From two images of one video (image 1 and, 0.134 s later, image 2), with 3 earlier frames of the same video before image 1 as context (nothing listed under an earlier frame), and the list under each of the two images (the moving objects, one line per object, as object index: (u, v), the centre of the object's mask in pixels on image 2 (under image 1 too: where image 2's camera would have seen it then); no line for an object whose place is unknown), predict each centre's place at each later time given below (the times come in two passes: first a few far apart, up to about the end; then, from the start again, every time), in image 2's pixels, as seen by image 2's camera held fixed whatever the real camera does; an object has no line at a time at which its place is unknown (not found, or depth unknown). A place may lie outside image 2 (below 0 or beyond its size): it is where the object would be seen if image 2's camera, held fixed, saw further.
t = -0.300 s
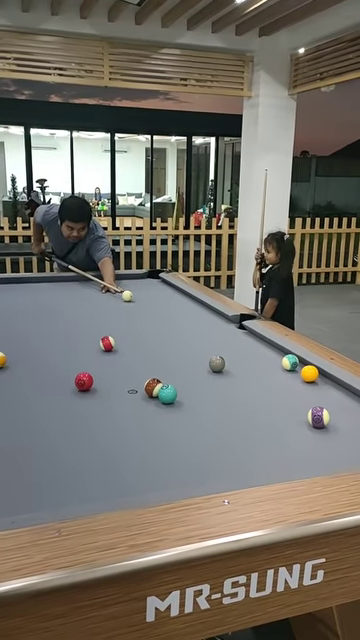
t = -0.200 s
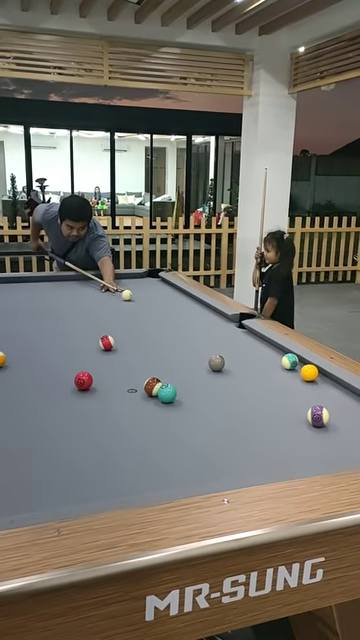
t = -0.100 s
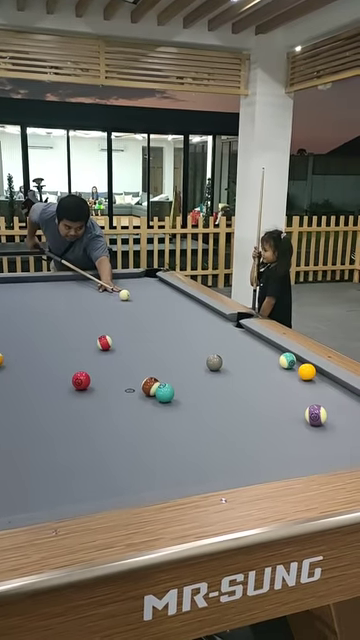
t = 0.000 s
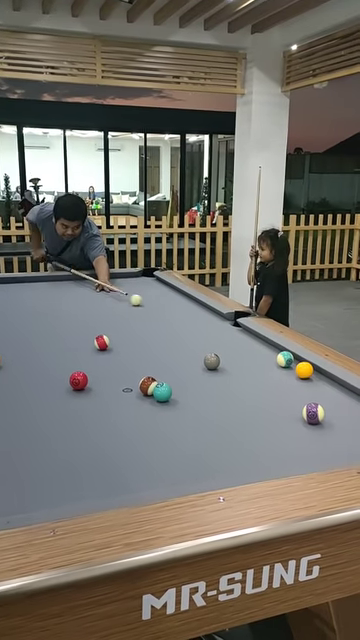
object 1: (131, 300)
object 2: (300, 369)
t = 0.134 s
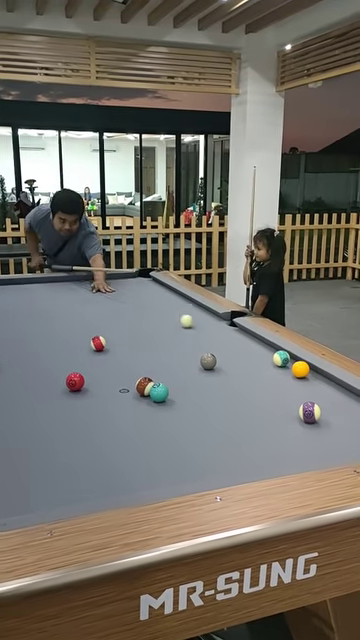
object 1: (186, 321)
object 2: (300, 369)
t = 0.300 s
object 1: (270, 352)
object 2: (300, 369)
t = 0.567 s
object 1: (267, 360)
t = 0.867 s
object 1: (263, 376)
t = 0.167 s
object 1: (201, 326)
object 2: (300, 369)
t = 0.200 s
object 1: (217, 333)
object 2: (300, 369)
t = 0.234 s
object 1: (235, 339)
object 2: (300, 369)
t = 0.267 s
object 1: (253, 346)
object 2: (300, 369)
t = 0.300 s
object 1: (270, 352)
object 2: (300, 369)
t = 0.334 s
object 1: (278, 353)
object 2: (305, 371)
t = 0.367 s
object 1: (279, 353)
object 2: (321, 381)
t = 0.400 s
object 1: (275, 354)
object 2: (338, 391)
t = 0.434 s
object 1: (272, 355)
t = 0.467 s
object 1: (270, 356)
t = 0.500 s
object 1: (268, 357)
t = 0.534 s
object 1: (267, 358)
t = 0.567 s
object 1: (267, 360)
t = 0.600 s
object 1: (266, 362)
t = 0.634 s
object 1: (266, 363)
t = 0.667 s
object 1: (265, 365)
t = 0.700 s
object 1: (265, 367)
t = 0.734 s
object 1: (264, 368)
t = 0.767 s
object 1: (264, 370)
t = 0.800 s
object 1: (264, 372)
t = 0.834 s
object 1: (263, 374)
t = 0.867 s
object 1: (263, 376)
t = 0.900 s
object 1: (262, 378)
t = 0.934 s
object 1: (262, 380)
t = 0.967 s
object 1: (261, 382)
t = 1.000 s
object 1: (261, 384)
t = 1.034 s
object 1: (260, 386)
